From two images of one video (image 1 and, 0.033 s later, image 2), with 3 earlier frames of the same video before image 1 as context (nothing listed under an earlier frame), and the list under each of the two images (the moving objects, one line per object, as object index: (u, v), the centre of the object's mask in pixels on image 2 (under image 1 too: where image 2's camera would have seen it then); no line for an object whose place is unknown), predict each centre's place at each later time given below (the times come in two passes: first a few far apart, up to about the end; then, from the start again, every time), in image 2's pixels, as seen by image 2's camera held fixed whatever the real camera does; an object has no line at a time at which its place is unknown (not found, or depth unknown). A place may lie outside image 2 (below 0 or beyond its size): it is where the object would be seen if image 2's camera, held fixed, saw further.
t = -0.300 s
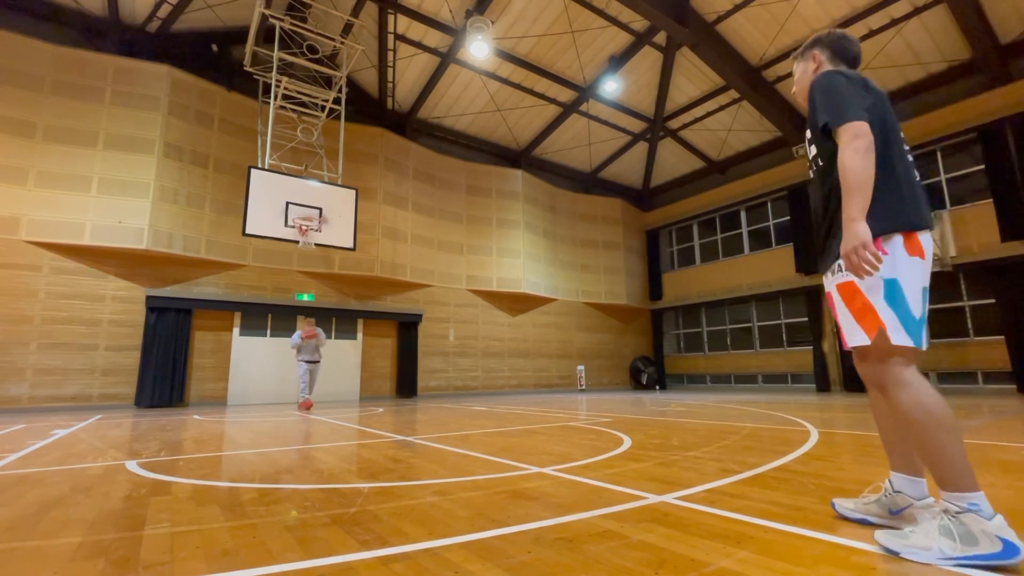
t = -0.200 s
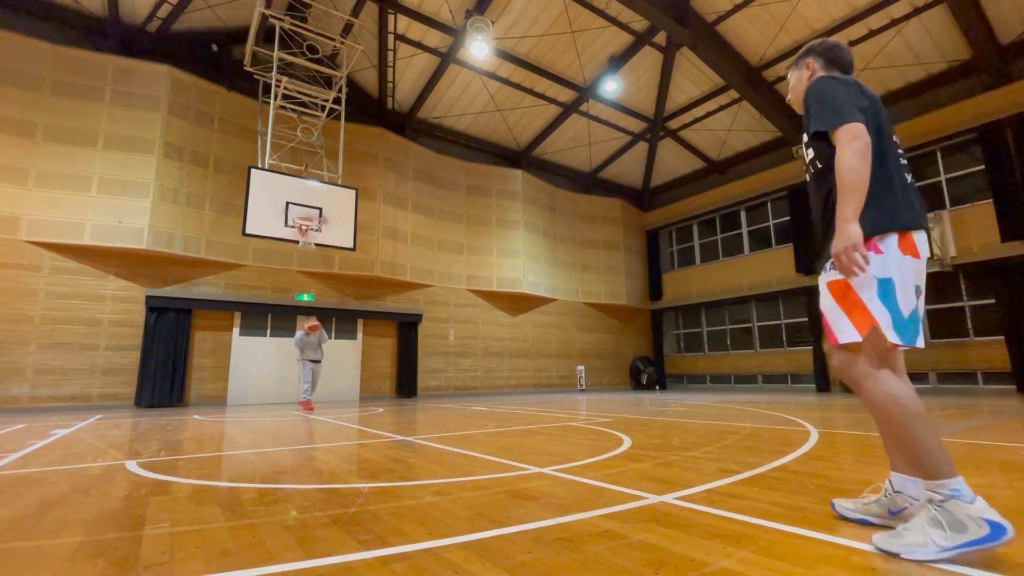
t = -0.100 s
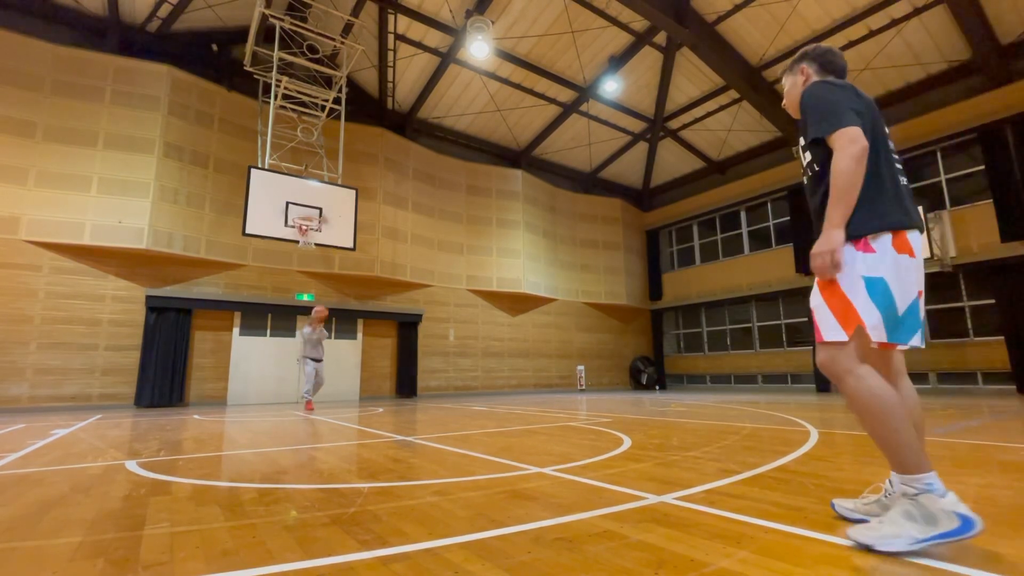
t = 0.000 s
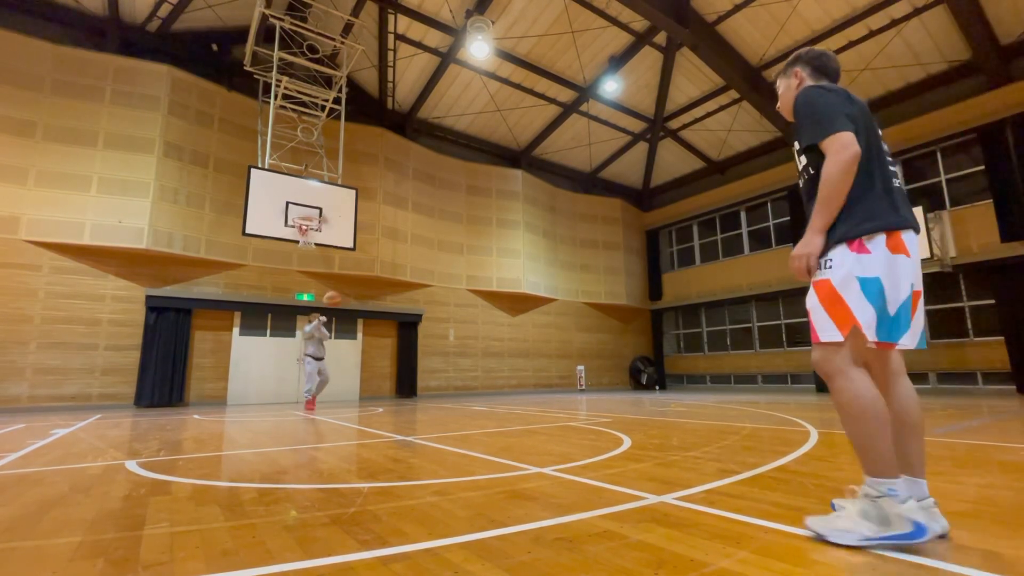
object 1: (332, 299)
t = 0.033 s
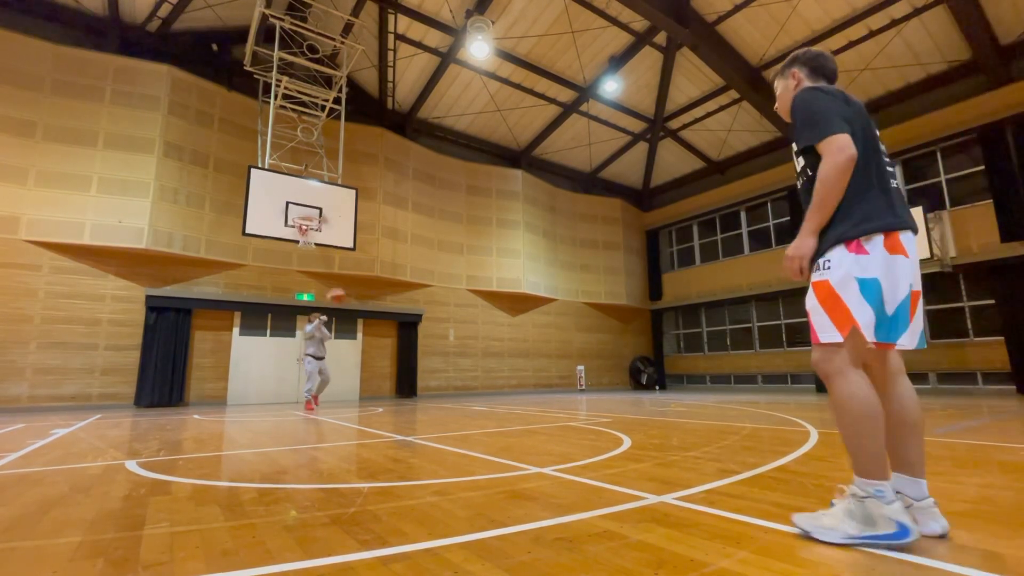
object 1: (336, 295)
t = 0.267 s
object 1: (373, 287)
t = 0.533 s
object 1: (442, 341)
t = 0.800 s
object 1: (550, 363)
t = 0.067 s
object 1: (341, 292)
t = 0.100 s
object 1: (345, 290)
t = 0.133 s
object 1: (350, 288)
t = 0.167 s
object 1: (356, 287)
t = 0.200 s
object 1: (360, 285)
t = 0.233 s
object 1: (366, 286)
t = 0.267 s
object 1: (373, 287)
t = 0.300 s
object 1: (379, 288)
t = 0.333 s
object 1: (386, 292)
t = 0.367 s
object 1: (393, 295)
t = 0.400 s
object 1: (402, 302)
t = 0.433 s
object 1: (411, 310)
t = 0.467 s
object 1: (421, 319)
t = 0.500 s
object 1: (430, 328)
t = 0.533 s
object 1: (442, 341)
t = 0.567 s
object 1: (456, 356)
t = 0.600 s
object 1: (470, 378)
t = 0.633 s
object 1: (487, 402)
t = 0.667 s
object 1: (507, 435)
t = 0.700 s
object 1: (518, 424)
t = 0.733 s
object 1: (528, 401)
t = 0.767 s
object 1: (539, 383)
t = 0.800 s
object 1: (550, 363)
